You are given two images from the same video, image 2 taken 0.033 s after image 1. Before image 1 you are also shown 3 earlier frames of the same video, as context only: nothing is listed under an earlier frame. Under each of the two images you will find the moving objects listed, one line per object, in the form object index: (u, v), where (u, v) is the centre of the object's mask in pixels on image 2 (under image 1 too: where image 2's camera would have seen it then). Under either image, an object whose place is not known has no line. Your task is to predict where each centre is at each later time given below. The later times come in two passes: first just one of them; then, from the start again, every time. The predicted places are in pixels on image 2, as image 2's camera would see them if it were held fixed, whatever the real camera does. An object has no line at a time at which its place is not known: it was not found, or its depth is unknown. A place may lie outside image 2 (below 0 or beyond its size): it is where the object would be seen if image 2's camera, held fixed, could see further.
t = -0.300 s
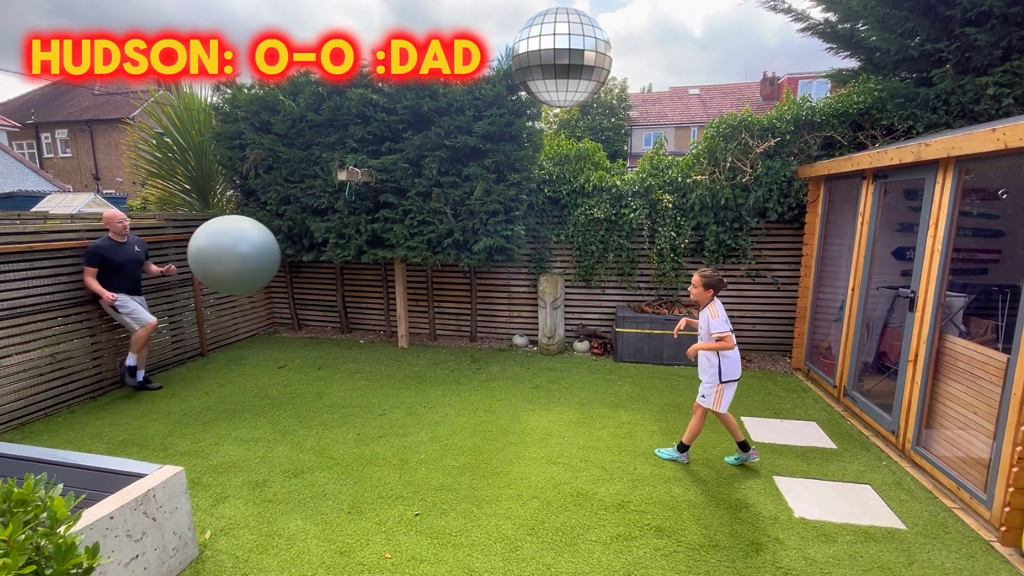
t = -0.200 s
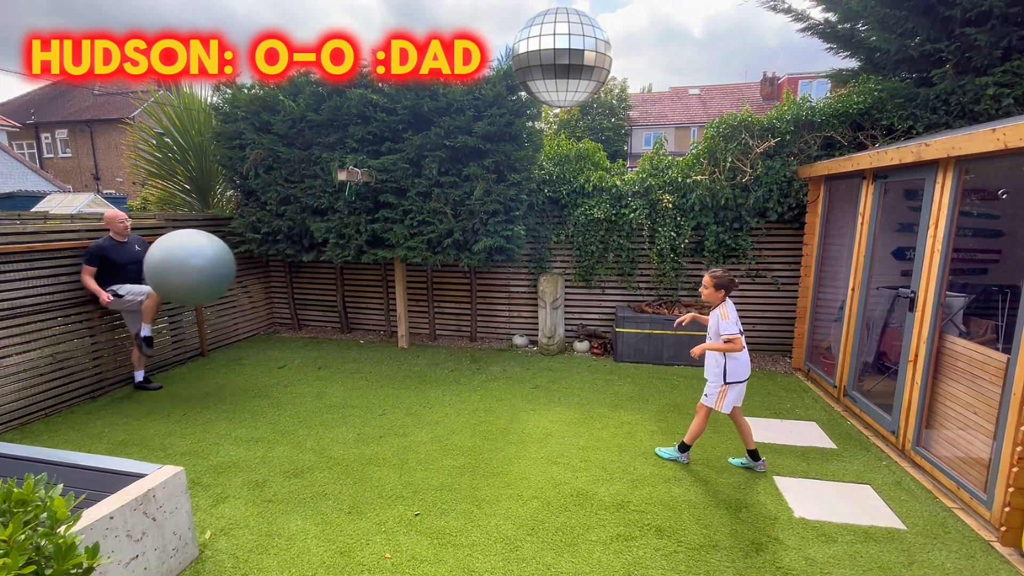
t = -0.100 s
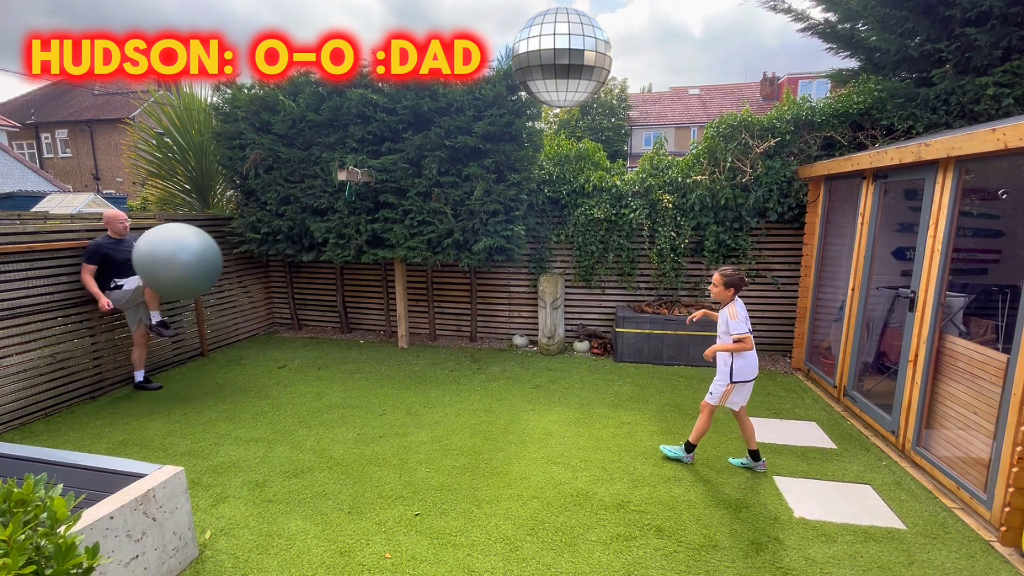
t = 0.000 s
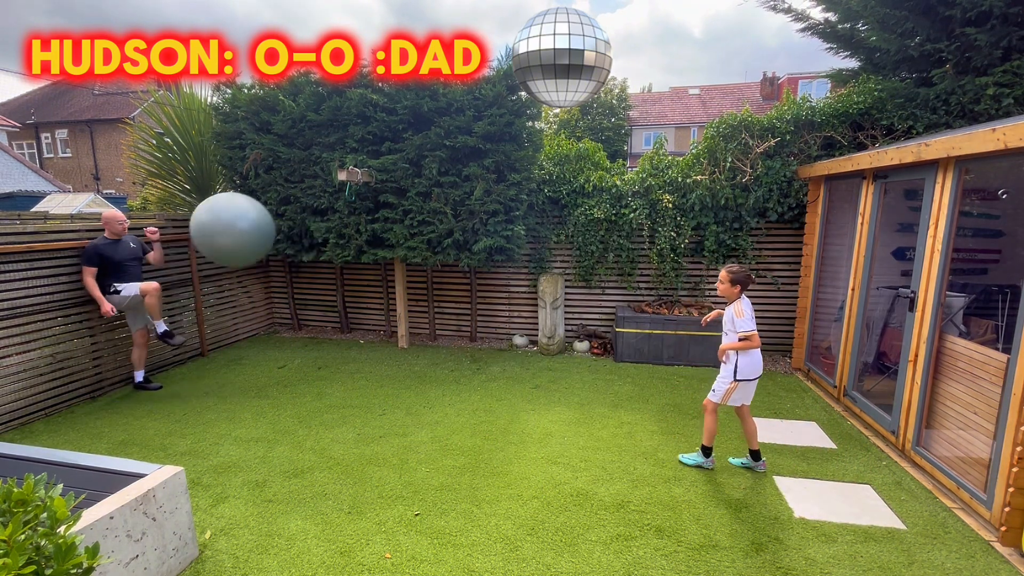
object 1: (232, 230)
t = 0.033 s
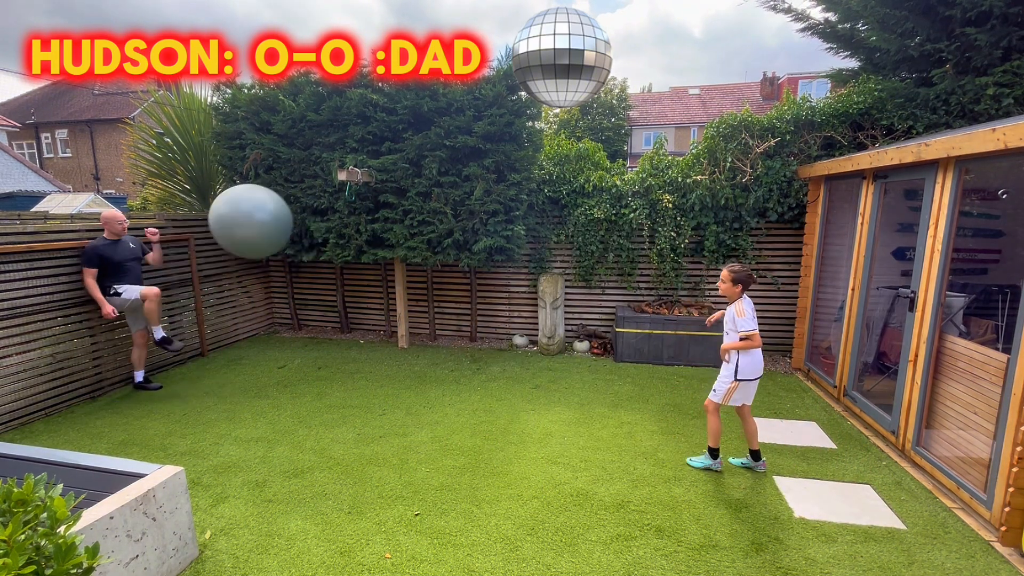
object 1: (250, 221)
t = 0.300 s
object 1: (334, 219)
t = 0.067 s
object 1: (268, 214)
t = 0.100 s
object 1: (286, 207)
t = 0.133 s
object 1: (303, 202)
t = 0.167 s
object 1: (319, 198)
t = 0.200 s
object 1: (329, 198)
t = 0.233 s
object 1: (332, 201)
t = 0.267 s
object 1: (333, 209)
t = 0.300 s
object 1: (334, 219)
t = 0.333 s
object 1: (334, 231)
